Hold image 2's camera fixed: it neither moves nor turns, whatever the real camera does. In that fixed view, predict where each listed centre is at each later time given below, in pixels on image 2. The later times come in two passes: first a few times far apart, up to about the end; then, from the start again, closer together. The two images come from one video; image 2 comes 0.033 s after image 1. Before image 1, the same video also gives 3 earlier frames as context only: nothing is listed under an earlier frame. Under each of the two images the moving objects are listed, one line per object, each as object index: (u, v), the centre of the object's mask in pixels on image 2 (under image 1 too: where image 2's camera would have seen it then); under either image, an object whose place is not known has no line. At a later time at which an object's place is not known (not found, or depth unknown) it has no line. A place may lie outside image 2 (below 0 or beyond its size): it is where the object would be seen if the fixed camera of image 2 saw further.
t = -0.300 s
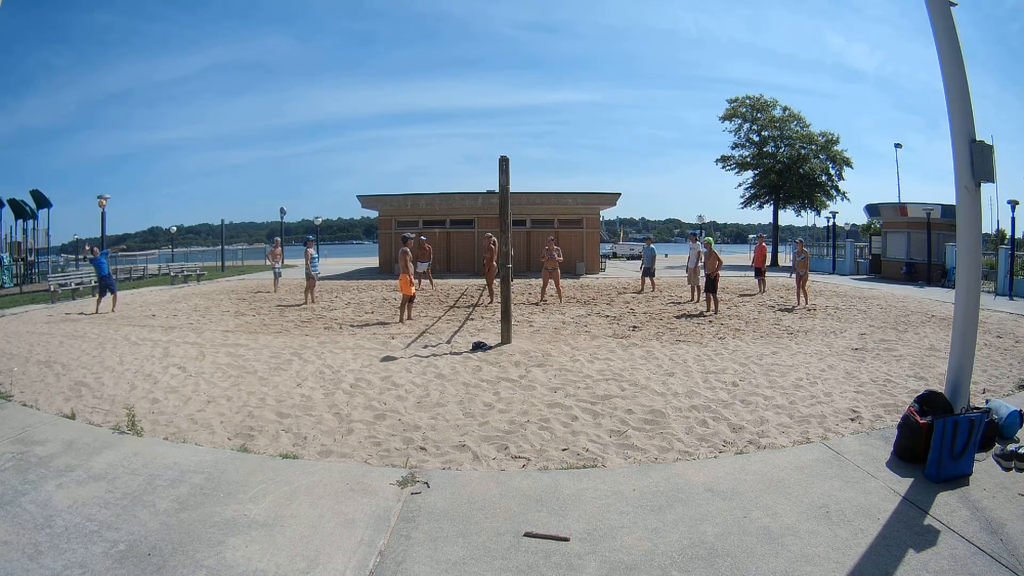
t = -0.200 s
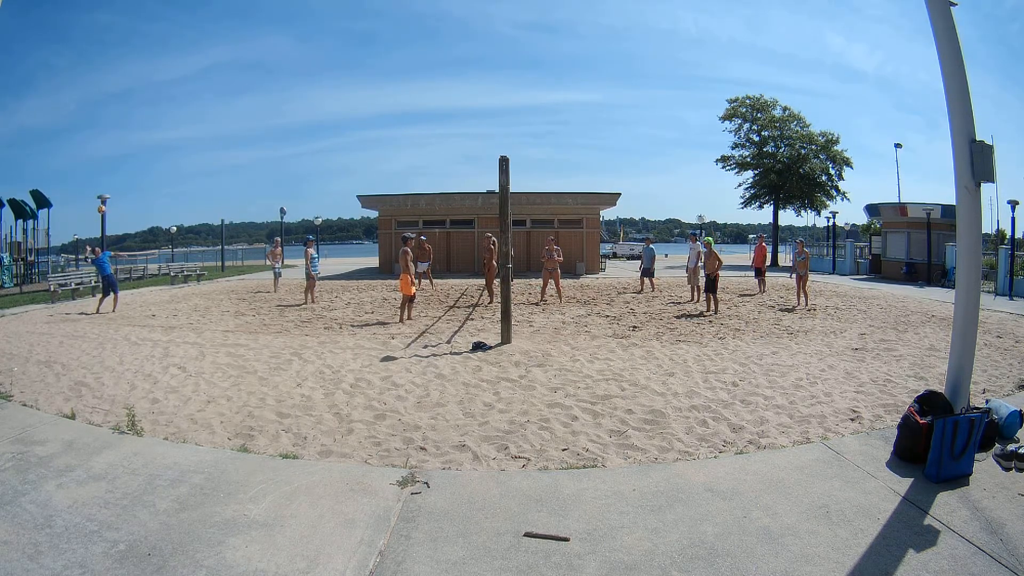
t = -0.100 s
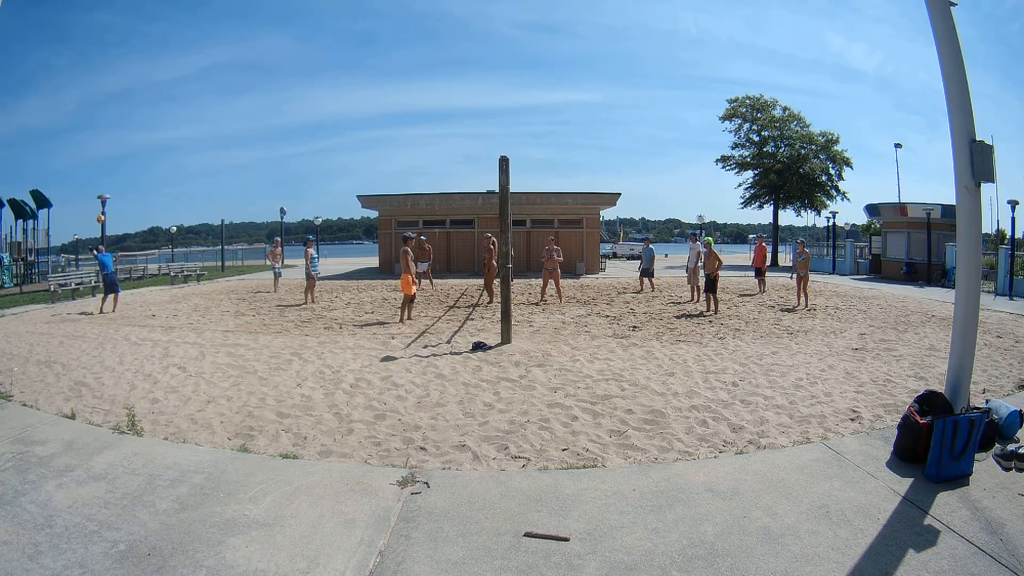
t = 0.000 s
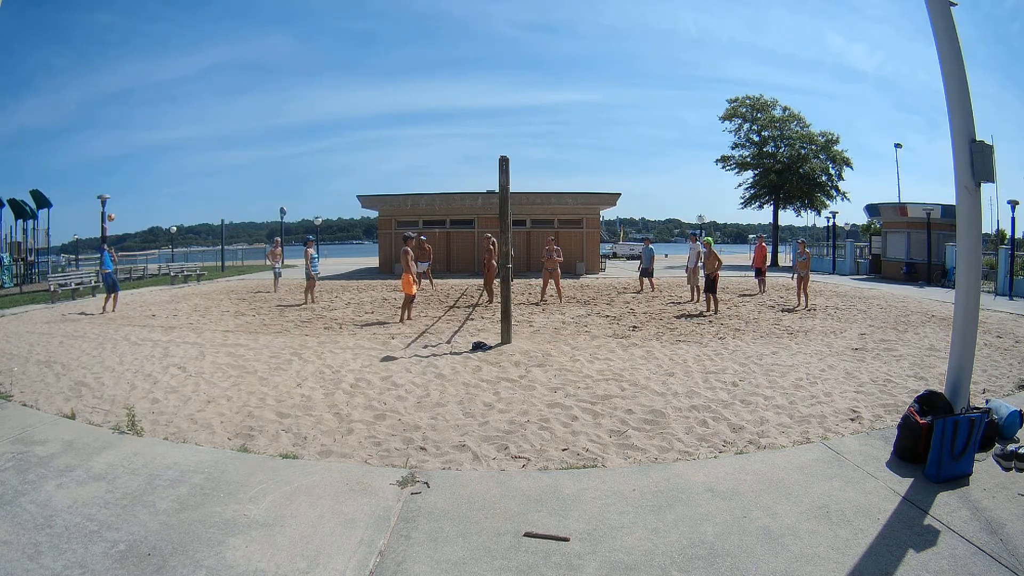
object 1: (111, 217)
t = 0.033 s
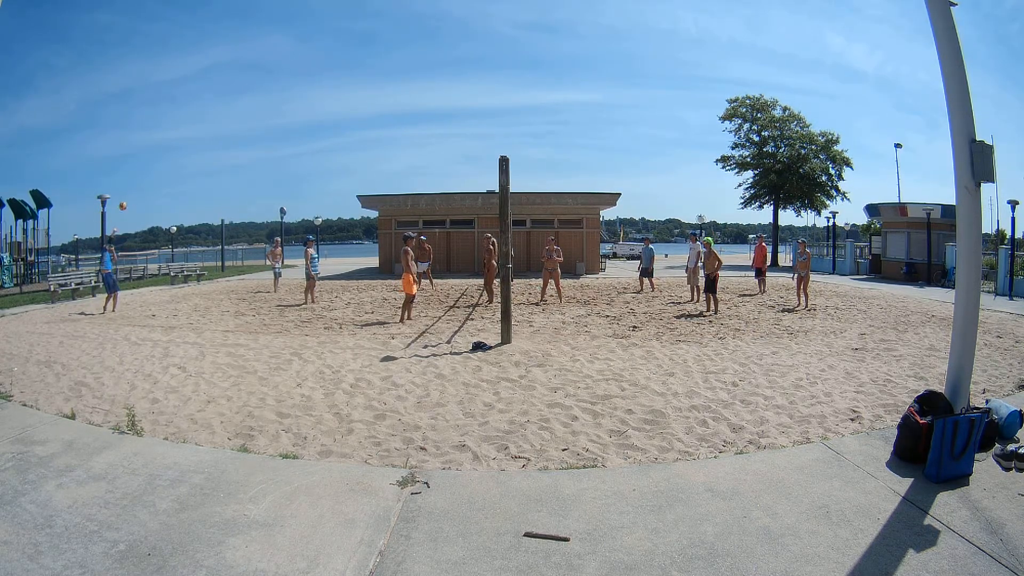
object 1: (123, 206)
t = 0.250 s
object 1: (208, 142)
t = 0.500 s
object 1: (317, 100)
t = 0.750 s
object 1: (424, 92)
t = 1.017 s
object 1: (526, 120)
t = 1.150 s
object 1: (572, 145)
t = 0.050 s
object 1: (128, 200)
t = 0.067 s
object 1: (135, 195)
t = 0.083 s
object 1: (141, 190)
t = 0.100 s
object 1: (148, 184)
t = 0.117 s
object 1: (154, 179)
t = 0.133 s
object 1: (160, 174)
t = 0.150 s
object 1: (167, 169)
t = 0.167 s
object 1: (174, 164)
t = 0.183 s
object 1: (180, 160)
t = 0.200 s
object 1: (187, 155)
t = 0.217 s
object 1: (194, 151)
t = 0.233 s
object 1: (201, 147)
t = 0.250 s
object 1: (208, 142)
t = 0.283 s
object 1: (222, 135)
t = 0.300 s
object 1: (229, 131)
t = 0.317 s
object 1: (237, 127)
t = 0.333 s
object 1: (244, 124)
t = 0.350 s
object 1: (251, 121)
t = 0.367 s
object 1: (258, 118)
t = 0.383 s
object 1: (266, 115)
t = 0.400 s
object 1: (273, 112)
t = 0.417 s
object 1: (280, 110)
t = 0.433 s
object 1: (288, 108)
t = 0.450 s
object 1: (295, 106)
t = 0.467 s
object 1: (303, 103)
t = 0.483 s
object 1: (310, 101)
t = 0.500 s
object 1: (317, 100)
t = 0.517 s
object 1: (325, 98)
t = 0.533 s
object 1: (332, 97)
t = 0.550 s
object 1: (339, 96)
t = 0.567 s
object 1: (347, 94)
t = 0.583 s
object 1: (354, 94)
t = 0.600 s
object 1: (361, 93)
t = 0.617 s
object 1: (369, 92)
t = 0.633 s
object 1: (375, 92)
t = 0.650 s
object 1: (383, 91)
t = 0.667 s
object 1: (390, 91)
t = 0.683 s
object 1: (397, 91)
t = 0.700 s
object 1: (404, 91)
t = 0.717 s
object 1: (411, 91)
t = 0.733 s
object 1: (418, 92)
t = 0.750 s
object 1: (424, 92)
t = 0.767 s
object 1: (431, 93)
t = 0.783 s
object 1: (438, 94)
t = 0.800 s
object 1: (444, 95)
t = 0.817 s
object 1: (451, 96)
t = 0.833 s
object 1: (458, 98)
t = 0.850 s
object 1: (464, 99)
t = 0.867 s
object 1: (470, 101)
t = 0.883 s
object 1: (477, 102)
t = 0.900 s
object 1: (483, 104)
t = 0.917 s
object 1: (490, 106)
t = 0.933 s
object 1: (496, 108)
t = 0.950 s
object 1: (502, 110)
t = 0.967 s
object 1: (508, 112)
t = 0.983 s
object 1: (514, 115)
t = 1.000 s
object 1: (520, 117)
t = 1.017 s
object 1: (526, 120)
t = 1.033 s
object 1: (532, 123)
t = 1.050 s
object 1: (538, 125)
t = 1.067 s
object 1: (544, 128)
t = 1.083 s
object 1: (549, 131)
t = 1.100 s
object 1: (555, 134)
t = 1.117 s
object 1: (561, 138)
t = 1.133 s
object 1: (566, 141)
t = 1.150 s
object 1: (572, 145)
